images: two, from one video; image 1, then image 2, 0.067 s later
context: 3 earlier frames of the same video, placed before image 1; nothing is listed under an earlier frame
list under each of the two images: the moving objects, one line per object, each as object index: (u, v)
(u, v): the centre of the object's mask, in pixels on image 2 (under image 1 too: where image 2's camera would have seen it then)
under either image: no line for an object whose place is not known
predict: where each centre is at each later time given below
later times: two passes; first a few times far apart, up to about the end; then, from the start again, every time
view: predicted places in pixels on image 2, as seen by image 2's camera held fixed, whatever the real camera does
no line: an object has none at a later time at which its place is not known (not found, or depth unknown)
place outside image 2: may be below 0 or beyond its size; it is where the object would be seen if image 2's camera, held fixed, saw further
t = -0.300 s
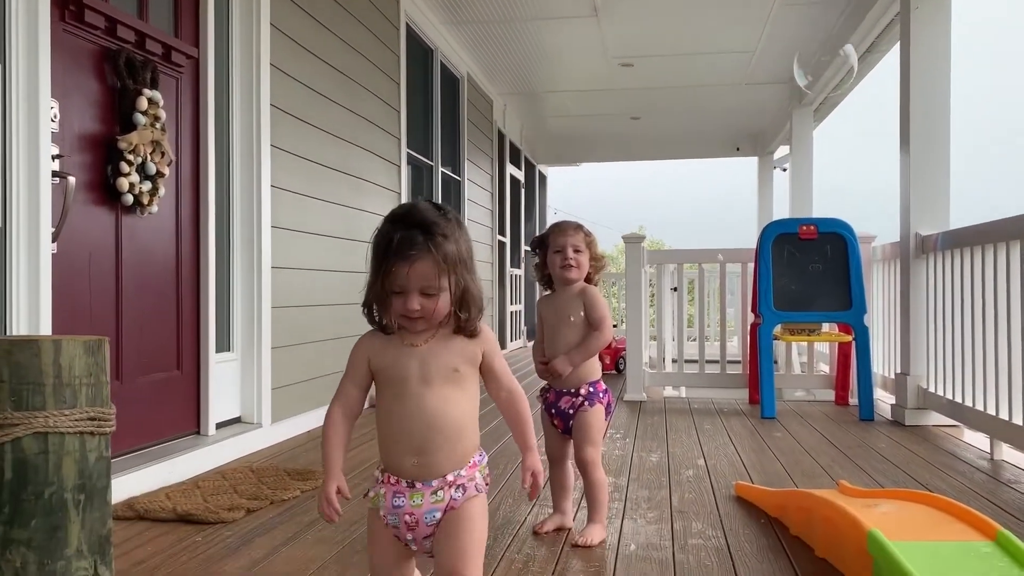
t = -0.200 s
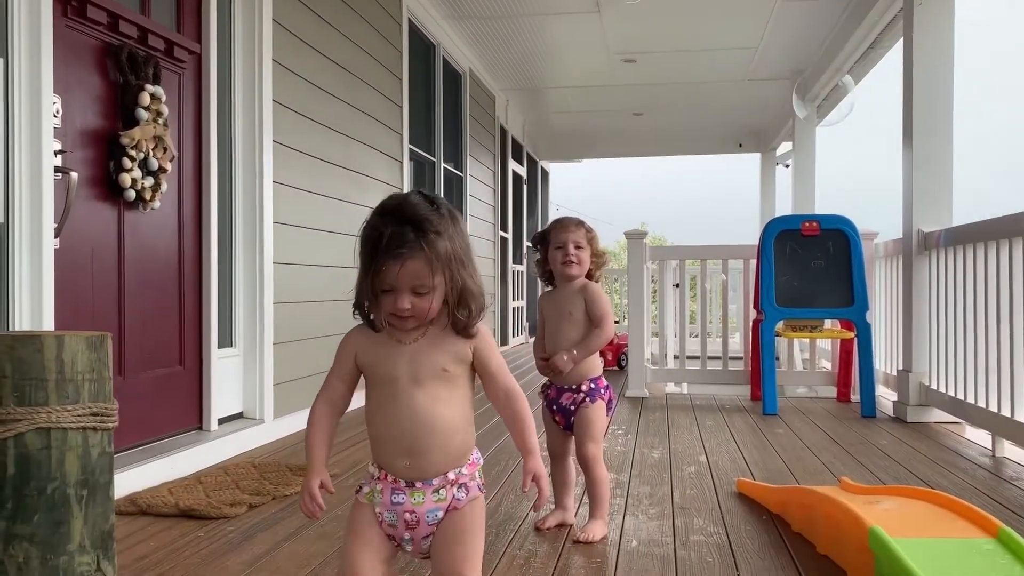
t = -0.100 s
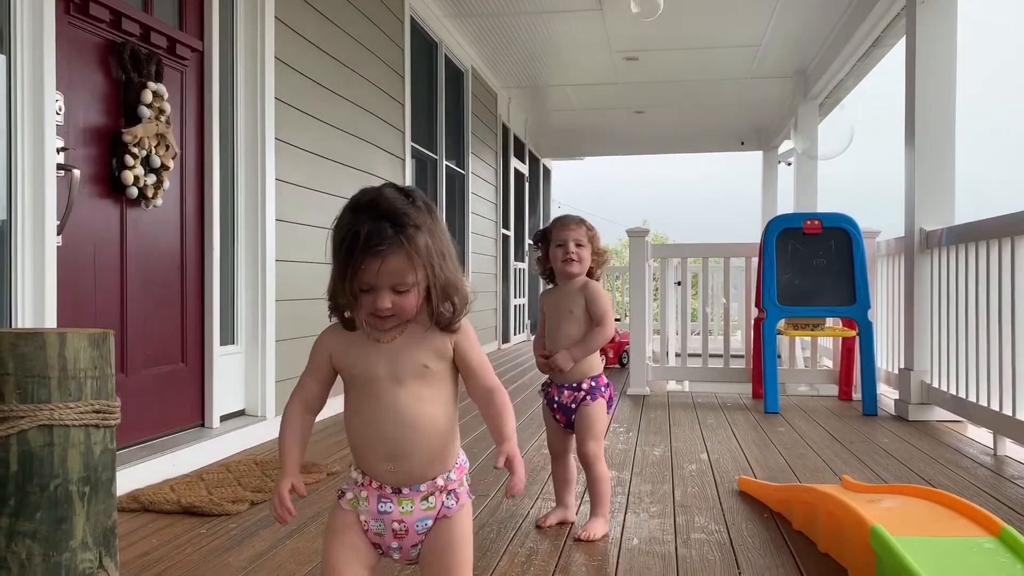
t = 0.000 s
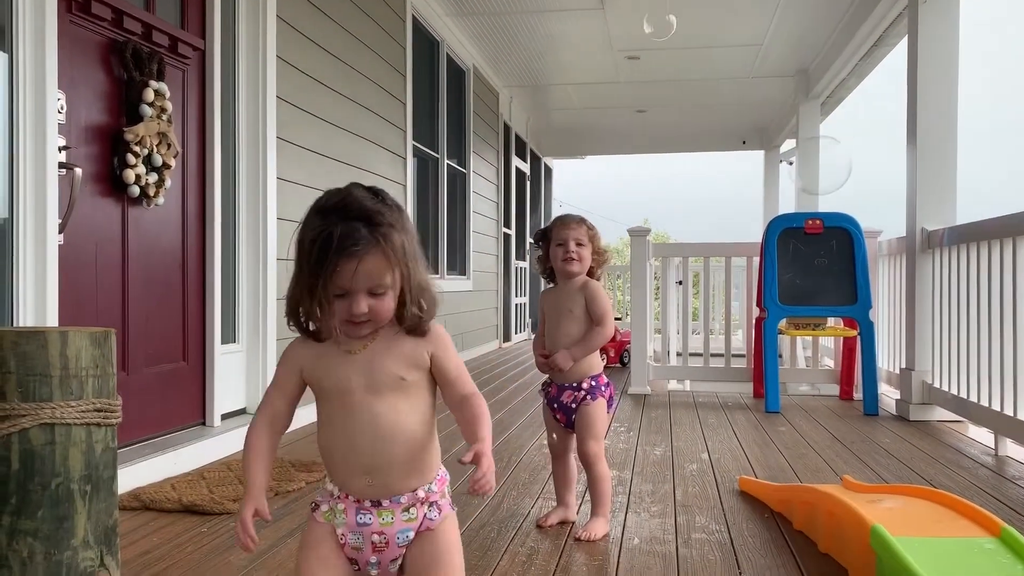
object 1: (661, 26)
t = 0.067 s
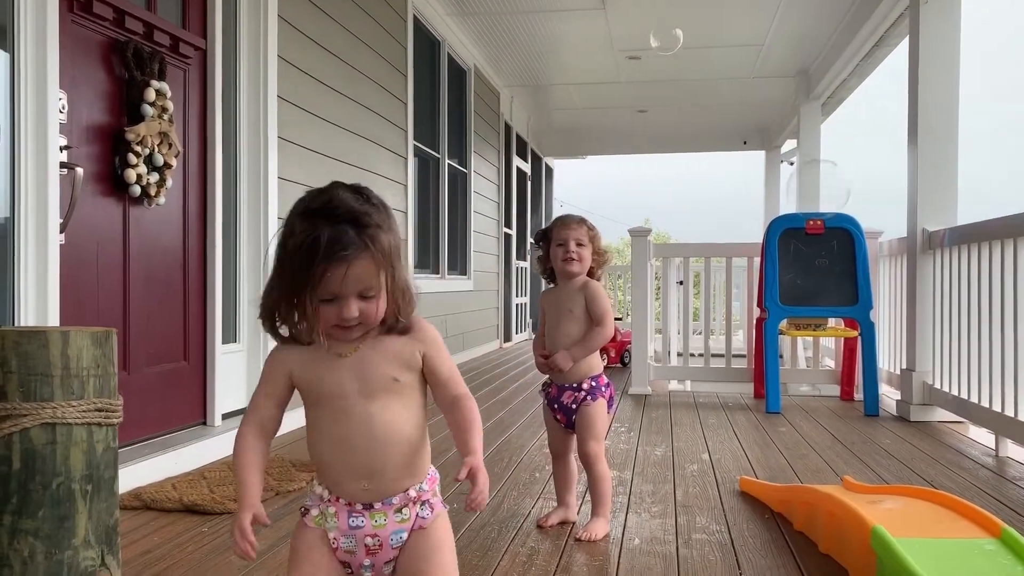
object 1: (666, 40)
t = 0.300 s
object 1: (672, 89)
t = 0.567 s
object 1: (665, 148)
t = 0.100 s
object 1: (668, 47)
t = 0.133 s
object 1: (669, 55)
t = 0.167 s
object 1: (670, 61)
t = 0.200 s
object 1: (671, 69)
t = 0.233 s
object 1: (672, 74)
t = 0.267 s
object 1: (671, 80)
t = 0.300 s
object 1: (672, 89)
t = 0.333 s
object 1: (671, 96)
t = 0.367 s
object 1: (671, 104)
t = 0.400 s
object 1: (671, 112)
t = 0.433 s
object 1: (670, 118)
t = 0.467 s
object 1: (669, 125)
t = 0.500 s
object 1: (668, 134)
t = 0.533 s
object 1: (667, 142)
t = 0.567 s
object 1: (665, 148)
